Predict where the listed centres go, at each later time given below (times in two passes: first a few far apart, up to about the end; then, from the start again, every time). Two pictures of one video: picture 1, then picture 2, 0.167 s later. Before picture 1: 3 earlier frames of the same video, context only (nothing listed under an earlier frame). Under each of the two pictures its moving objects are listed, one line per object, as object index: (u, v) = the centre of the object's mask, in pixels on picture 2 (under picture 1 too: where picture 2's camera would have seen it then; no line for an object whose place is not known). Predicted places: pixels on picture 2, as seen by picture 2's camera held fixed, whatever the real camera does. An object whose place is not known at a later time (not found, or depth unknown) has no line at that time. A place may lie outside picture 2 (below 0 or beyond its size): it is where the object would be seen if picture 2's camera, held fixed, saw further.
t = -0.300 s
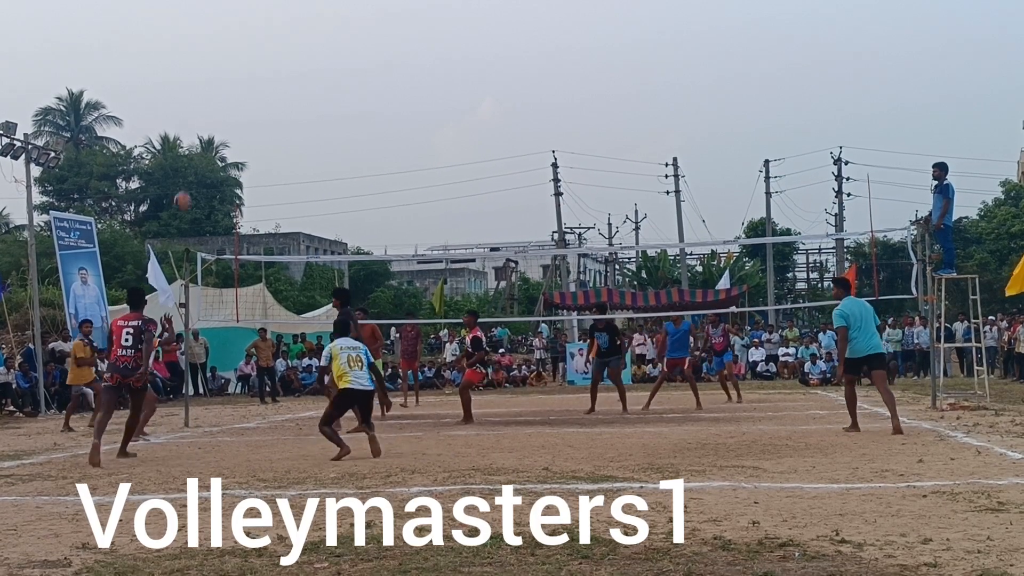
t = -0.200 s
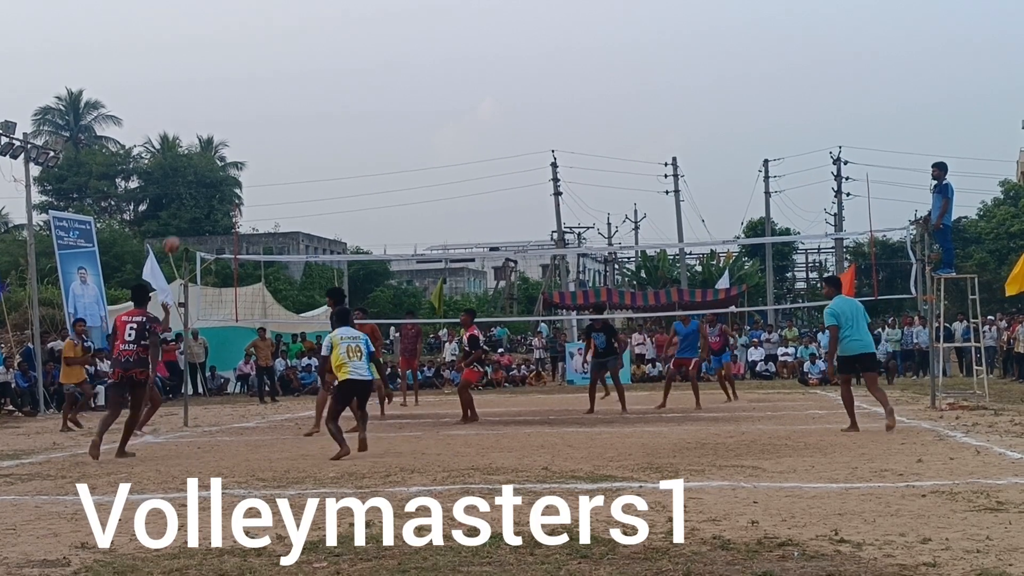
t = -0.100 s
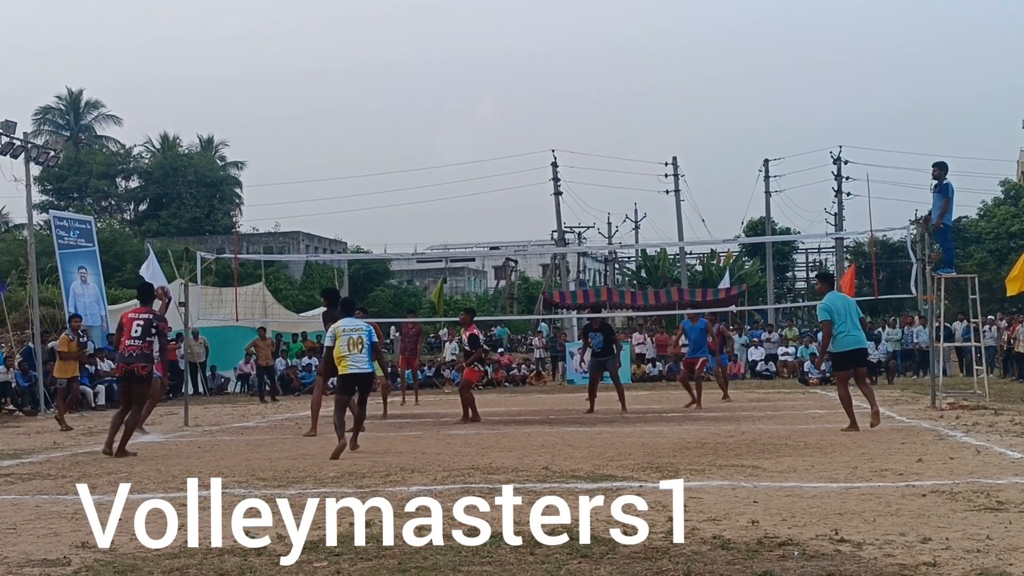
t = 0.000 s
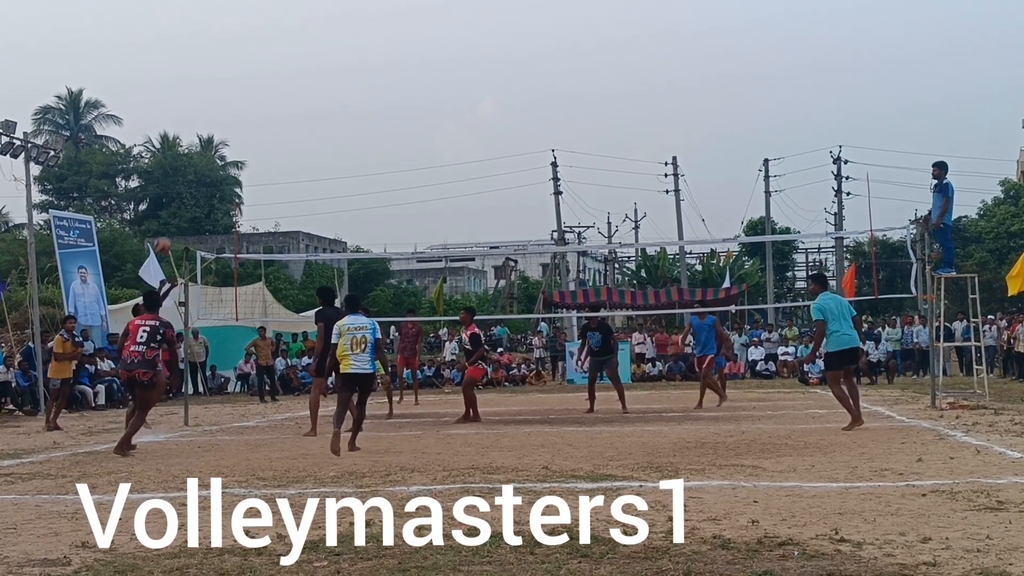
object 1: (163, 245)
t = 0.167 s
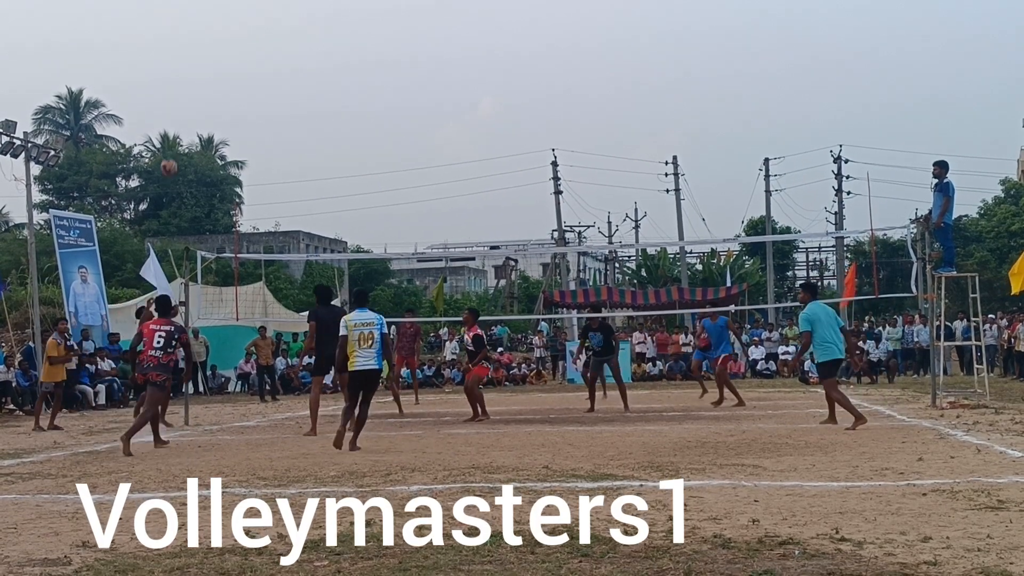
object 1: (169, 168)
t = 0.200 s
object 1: (170, 154)
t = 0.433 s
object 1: (180, 87)
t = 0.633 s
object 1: (187, 60)
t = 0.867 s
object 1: (197, 67)
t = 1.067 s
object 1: (204, 103)
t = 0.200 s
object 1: (170, 154)
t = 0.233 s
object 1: (172, 142)
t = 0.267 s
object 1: (173, 131)
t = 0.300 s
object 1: (175, 121)
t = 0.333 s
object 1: (176, 111)
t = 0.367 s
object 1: (177, 102)
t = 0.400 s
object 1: (178, 94)
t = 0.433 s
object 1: (180, 87)
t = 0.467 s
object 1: (181, 81)
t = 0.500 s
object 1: (182, 75)
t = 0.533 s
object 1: (184, 70)
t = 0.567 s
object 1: (185, 66)
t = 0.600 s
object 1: (186, 63)
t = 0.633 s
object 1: (187, 60)
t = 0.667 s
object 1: (188, 59)
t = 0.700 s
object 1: (190, 58)
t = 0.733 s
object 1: (191, 58)
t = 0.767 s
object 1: (192, 59)
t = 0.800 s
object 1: (194, 61)
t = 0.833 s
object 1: (195, 63)
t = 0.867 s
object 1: (197, 67)
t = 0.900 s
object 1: (198, 71)
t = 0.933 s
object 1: (199, 76)
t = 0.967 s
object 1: (201, 81)
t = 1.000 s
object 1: (202, 87)
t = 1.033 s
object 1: (203, 95)
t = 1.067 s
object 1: (204, 103)
